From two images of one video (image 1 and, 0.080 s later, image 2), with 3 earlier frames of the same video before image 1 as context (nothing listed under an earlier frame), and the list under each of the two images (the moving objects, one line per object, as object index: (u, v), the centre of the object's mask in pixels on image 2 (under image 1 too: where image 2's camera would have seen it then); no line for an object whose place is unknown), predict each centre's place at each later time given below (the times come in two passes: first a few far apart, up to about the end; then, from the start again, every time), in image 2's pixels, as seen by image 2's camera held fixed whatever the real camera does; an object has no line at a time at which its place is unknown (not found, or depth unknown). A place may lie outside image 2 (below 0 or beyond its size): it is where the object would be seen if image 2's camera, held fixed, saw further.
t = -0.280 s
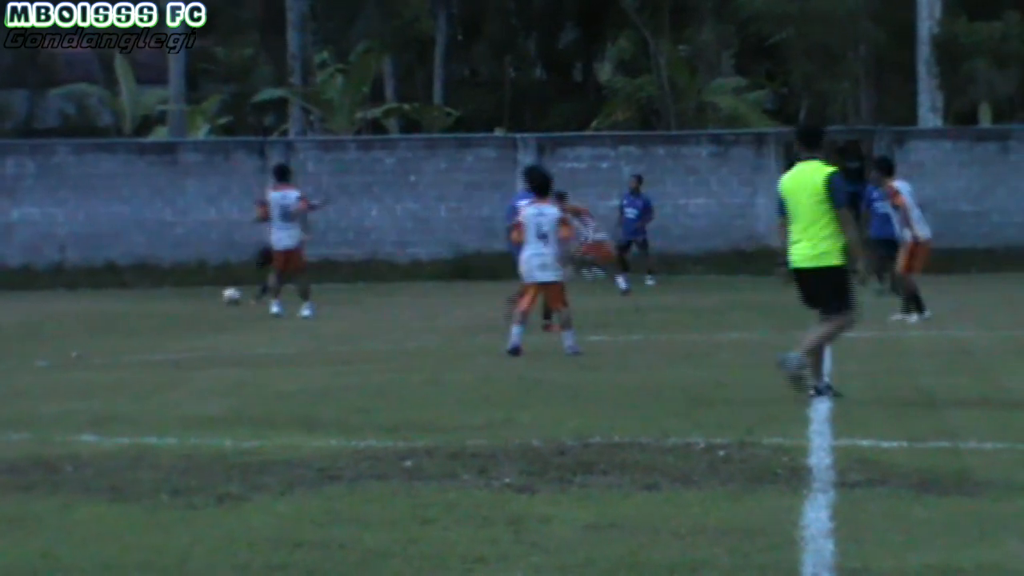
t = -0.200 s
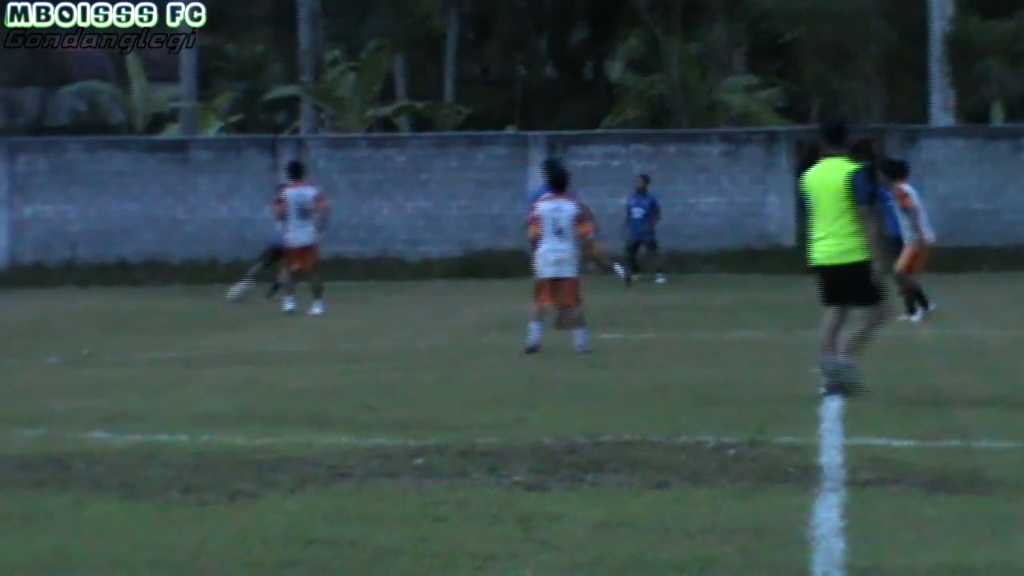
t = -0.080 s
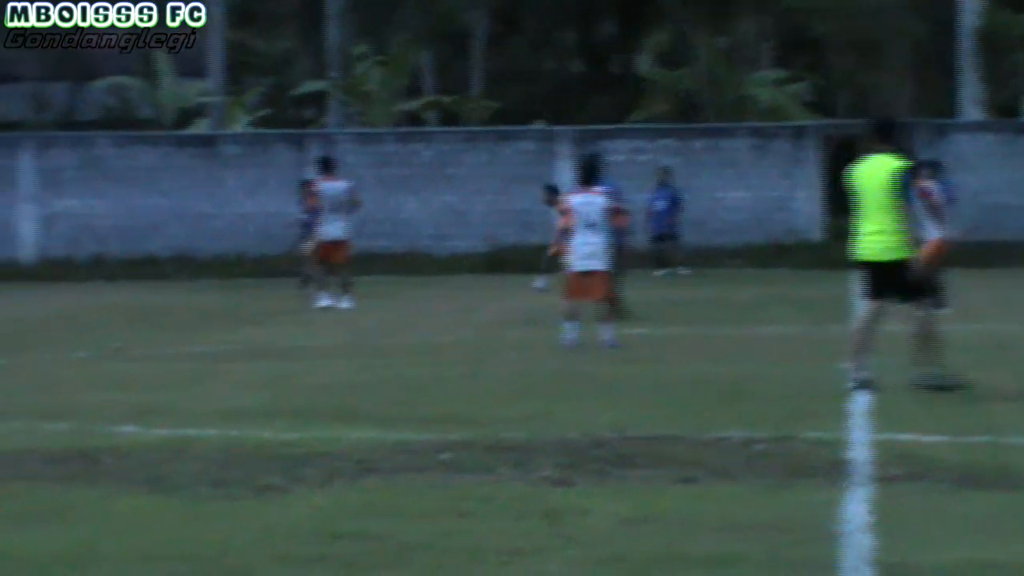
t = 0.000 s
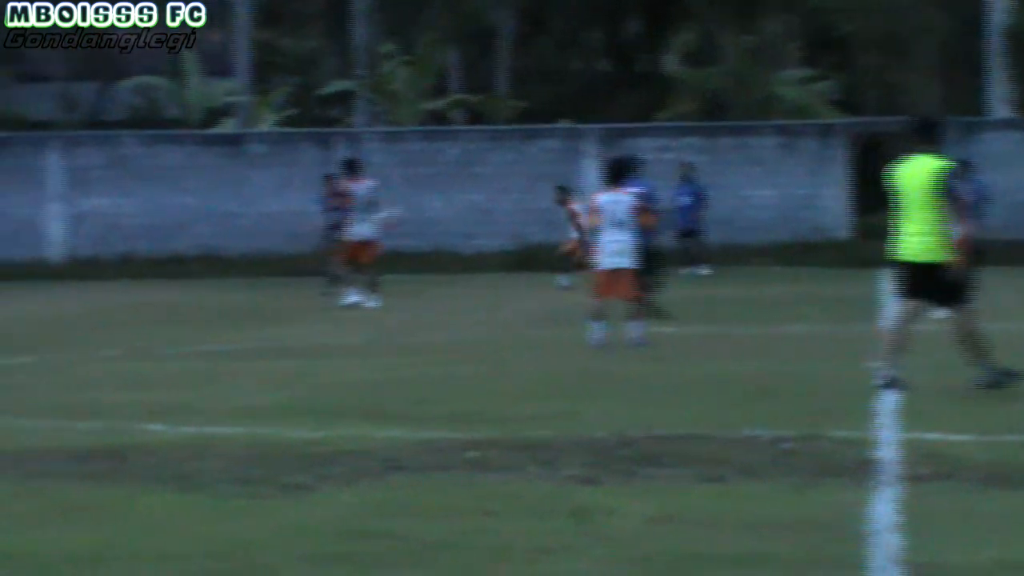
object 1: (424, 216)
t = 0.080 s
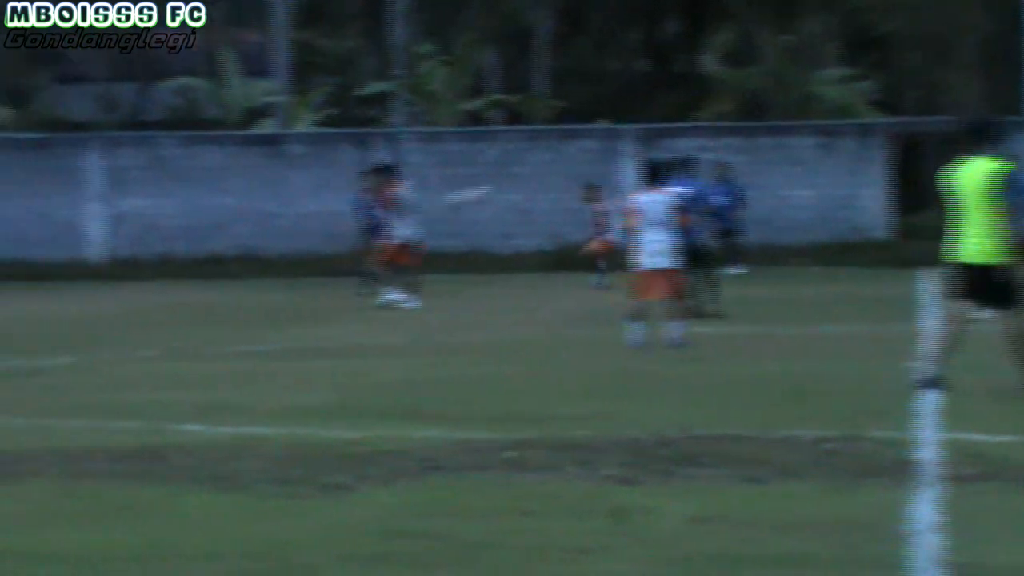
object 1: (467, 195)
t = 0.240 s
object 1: (568, 160)
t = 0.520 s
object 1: (794, 145)
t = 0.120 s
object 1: (489, 186)
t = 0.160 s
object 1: (516, 177)
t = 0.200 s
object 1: (540, 169)
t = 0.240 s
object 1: (568, 160)
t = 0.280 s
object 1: (596, 154)
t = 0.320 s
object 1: (625, 150)
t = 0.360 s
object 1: (656, 145)
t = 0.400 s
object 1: (689, 143)
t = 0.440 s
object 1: (724, 144)
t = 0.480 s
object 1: (759, 143)
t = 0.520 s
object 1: (794, 145)
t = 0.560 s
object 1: (831, 145)
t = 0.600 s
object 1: (872, 151)
